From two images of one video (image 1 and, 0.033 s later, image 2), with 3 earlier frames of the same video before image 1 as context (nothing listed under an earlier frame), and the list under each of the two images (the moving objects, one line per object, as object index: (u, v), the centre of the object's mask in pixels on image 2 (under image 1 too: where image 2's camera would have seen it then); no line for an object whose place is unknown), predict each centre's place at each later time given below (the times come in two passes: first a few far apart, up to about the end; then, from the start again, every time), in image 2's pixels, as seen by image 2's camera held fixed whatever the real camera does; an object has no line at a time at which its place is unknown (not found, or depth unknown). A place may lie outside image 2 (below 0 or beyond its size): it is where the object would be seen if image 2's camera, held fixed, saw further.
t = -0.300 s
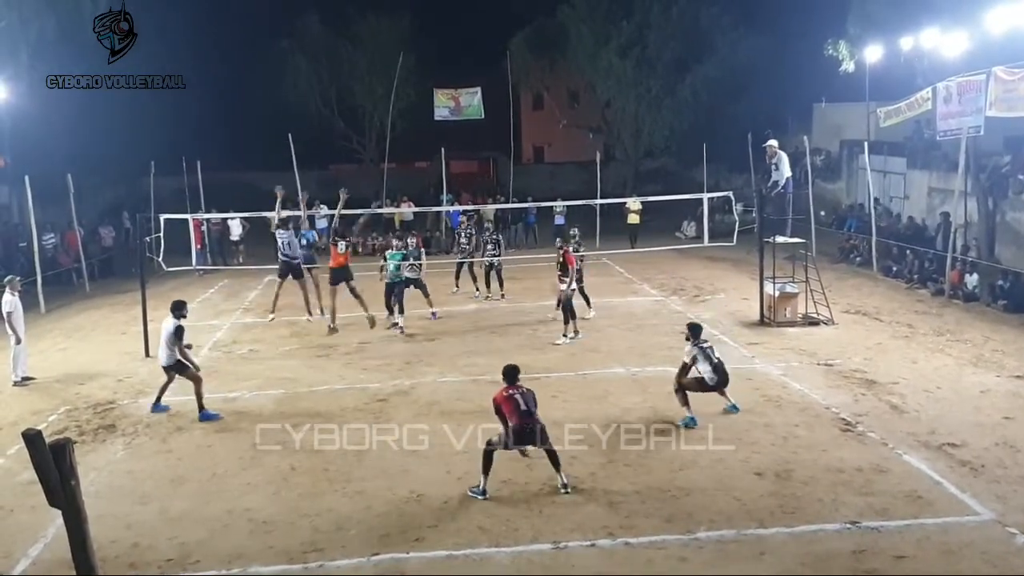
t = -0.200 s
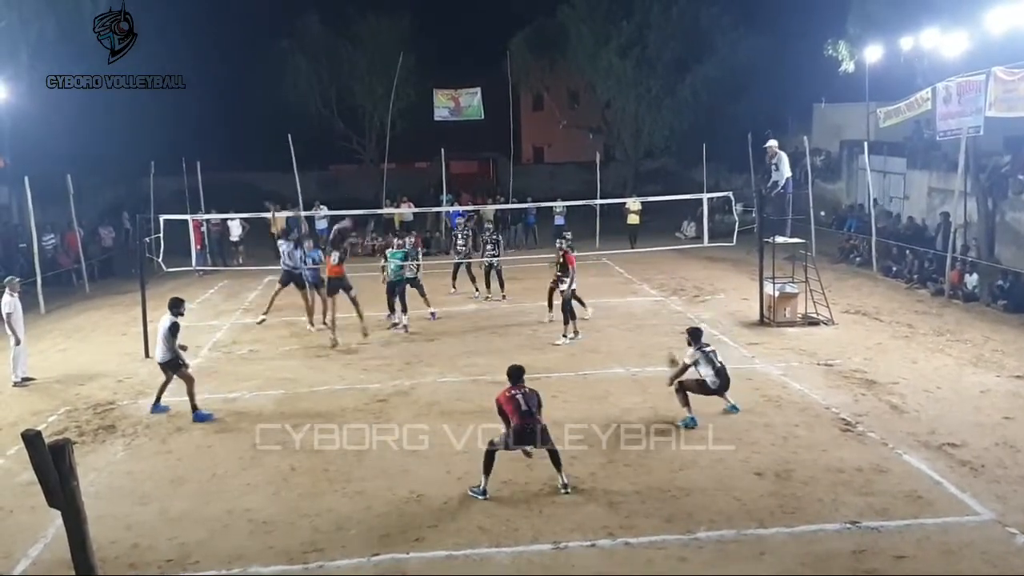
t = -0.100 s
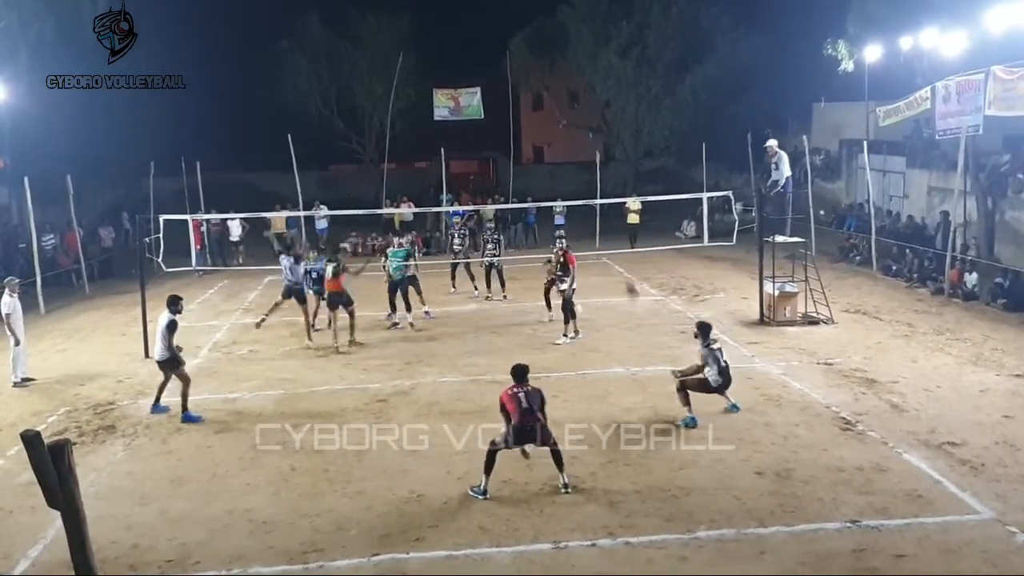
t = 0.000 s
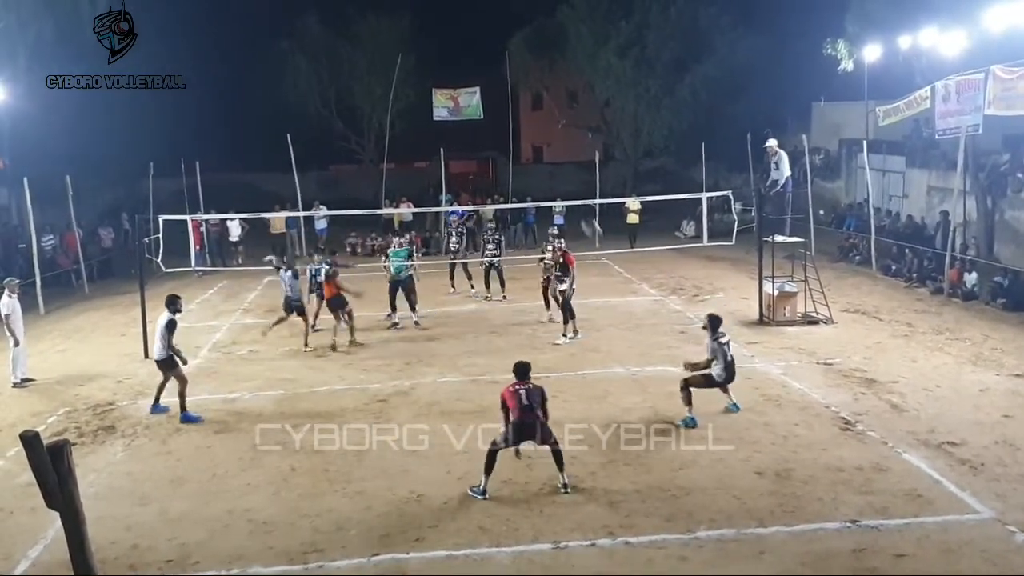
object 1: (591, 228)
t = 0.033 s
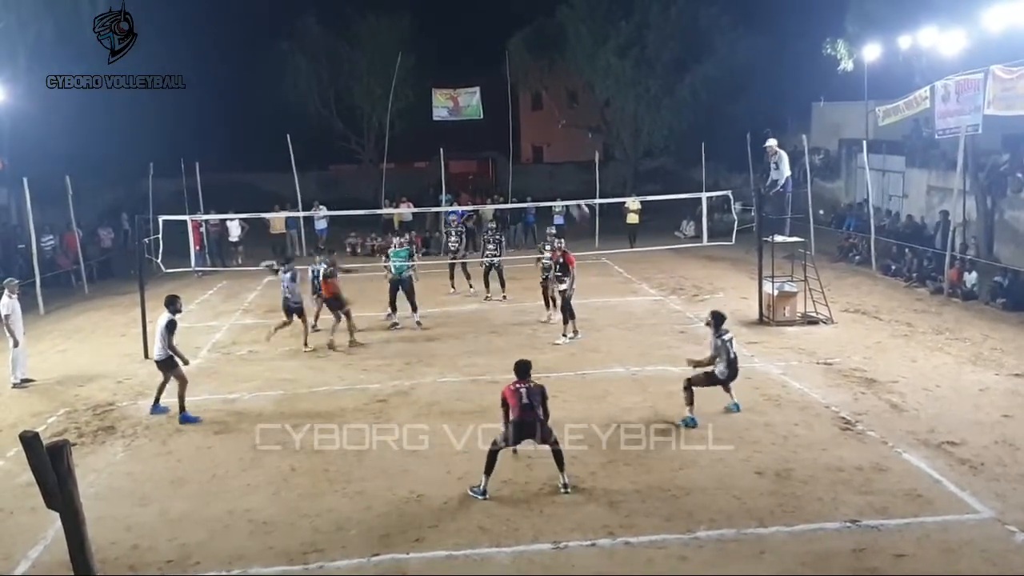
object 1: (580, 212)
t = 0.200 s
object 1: (521, 131)
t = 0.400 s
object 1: (459, 64)
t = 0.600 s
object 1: (404, 27)
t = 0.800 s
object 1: (354, 18)
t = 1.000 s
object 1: (309, 34)
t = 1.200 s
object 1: (270, 73)
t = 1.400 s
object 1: (235, 129)
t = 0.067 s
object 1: (567, 191)
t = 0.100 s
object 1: (556, 176)
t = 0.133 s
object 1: (544, 160)
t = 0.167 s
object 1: (532, 145)
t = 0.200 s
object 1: (521, 131)
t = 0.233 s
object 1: (510, 118)
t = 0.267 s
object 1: (500, 105)
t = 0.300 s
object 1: (490, 94)
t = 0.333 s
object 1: (479, 83)
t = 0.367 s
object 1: (469, 74)
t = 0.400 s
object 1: (459, 64)
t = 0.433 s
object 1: (450, 56)
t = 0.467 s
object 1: (440, 49)
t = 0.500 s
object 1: (430, 42)
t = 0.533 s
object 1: (421, 36)
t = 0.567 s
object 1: (412, 31)
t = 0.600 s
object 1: (404, 27)
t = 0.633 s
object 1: (395, 24)
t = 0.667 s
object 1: (386, 21)
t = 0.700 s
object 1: (378, 19)
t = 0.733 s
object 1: (370, 18)
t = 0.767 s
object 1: (362, 18)
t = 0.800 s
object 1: (354, 18)
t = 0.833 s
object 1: (346, 19)
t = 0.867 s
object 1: (338, 21)
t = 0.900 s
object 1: (331, 23)
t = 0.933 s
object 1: (324, 27)
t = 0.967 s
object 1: (316, 31)
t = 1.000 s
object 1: (309, 34)
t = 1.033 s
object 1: (303, 39)
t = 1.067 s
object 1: (296, 45)
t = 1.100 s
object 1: (289, 51)
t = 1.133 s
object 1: (282, 58)
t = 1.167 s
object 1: (276, 64)
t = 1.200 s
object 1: (270, 73)
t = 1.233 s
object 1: (264, 81)
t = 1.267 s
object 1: (258, 90)
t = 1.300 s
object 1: (252, 99)
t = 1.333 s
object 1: (247, 109)
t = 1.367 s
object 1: (241, 119)
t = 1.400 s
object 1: (235, 129)
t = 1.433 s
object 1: (230, 141)
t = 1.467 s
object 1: (225, 151)
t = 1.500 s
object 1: (220, 164)
